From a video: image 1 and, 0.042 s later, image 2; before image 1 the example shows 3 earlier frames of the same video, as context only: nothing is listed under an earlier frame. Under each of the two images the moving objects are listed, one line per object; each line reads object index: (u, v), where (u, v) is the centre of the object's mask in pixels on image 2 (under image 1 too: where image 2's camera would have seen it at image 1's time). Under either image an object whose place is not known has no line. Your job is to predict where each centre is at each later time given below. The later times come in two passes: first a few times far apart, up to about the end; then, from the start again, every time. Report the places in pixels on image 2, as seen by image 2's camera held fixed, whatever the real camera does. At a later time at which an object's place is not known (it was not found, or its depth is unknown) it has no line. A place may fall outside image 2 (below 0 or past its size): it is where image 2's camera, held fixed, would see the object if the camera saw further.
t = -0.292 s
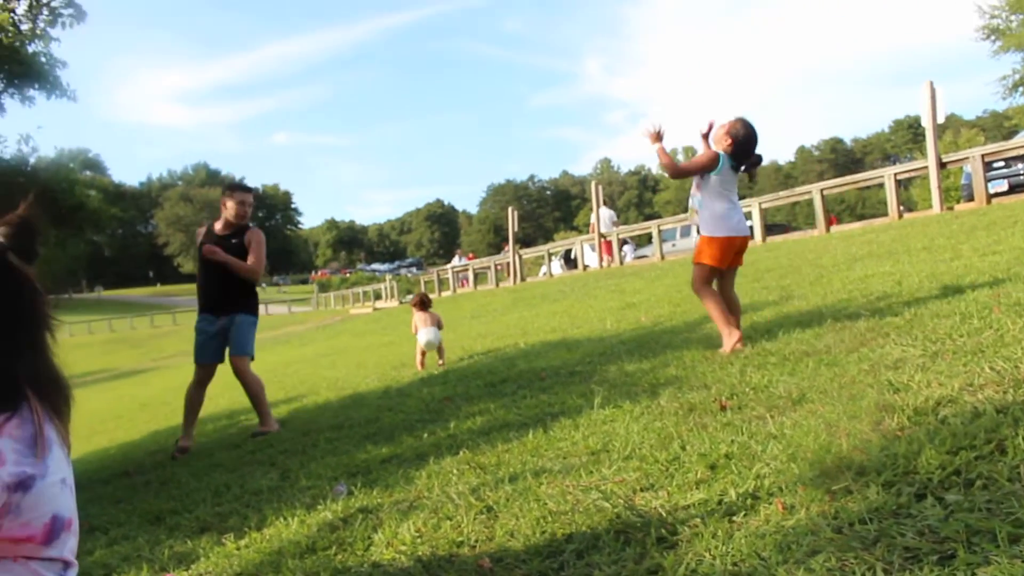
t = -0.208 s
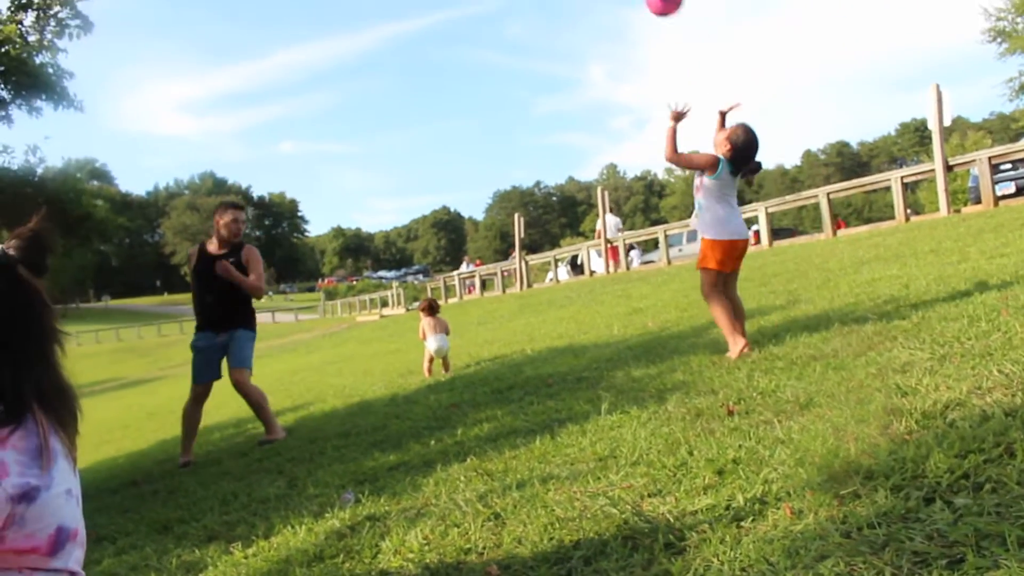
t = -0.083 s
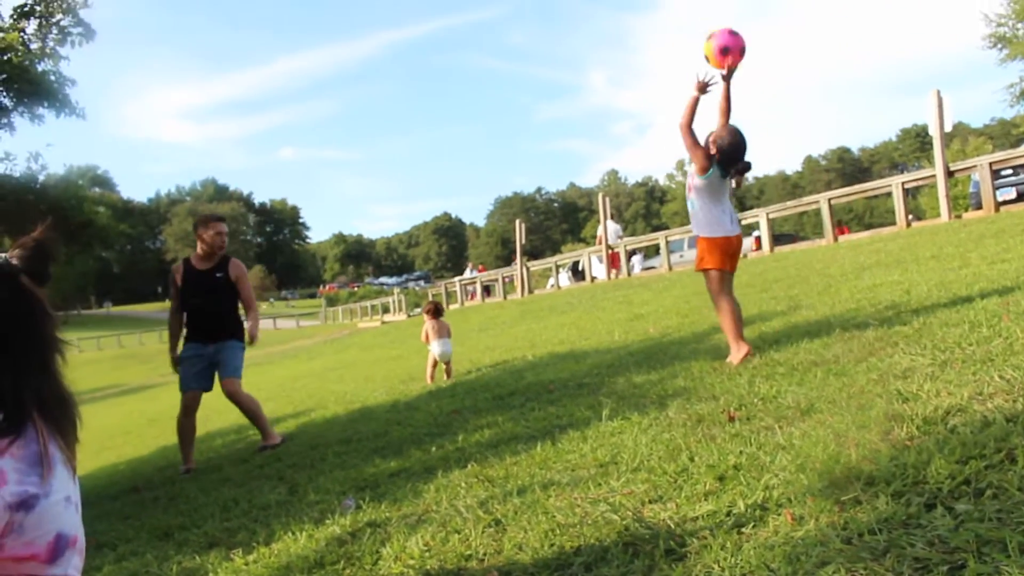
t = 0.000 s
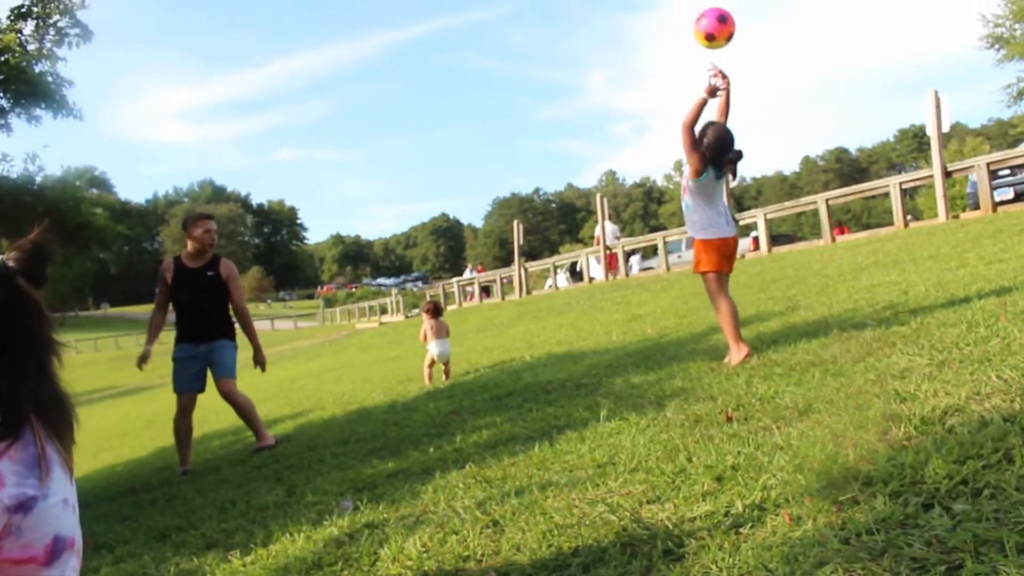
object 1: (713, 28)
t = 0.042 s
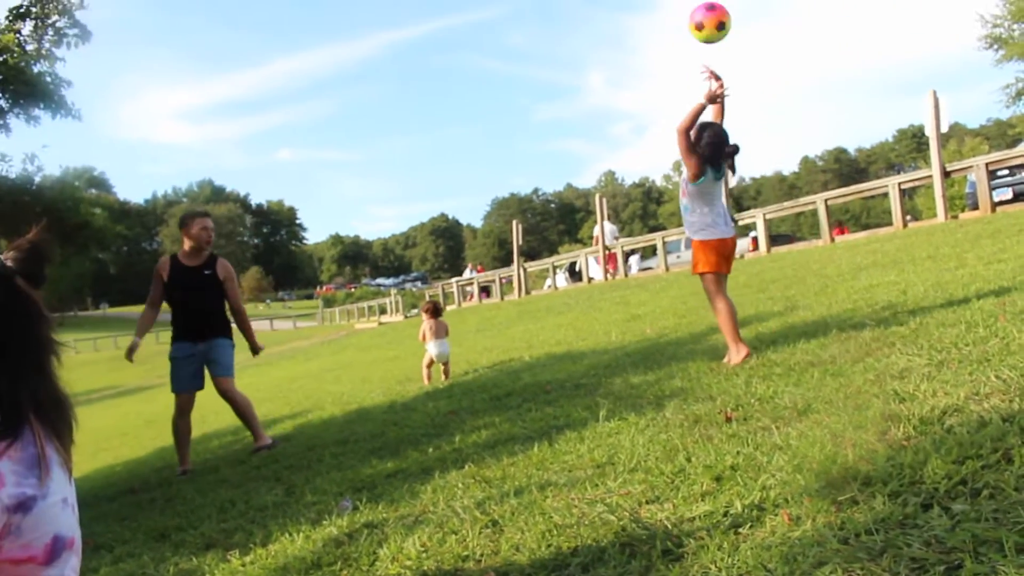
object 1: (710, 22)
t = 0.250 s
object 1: (699, 38)
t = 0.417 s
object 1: (698, 103)
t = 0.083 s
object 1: (707, 20)
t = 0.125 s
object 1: (704, 20)
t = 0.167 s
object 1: (702, 23)
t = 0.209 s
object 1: (700, 29)
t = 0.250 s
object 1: (699, 38)
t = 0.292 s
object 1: (698, 49)
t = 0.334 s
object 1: (698, 64)
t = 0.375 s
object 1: (698, 82)
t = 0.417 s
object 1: (698, 103)
